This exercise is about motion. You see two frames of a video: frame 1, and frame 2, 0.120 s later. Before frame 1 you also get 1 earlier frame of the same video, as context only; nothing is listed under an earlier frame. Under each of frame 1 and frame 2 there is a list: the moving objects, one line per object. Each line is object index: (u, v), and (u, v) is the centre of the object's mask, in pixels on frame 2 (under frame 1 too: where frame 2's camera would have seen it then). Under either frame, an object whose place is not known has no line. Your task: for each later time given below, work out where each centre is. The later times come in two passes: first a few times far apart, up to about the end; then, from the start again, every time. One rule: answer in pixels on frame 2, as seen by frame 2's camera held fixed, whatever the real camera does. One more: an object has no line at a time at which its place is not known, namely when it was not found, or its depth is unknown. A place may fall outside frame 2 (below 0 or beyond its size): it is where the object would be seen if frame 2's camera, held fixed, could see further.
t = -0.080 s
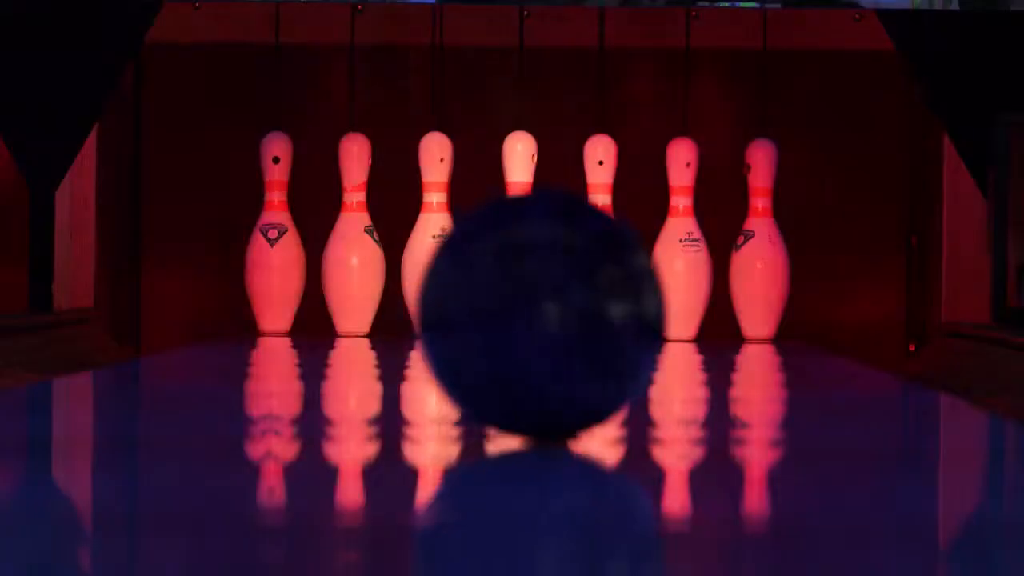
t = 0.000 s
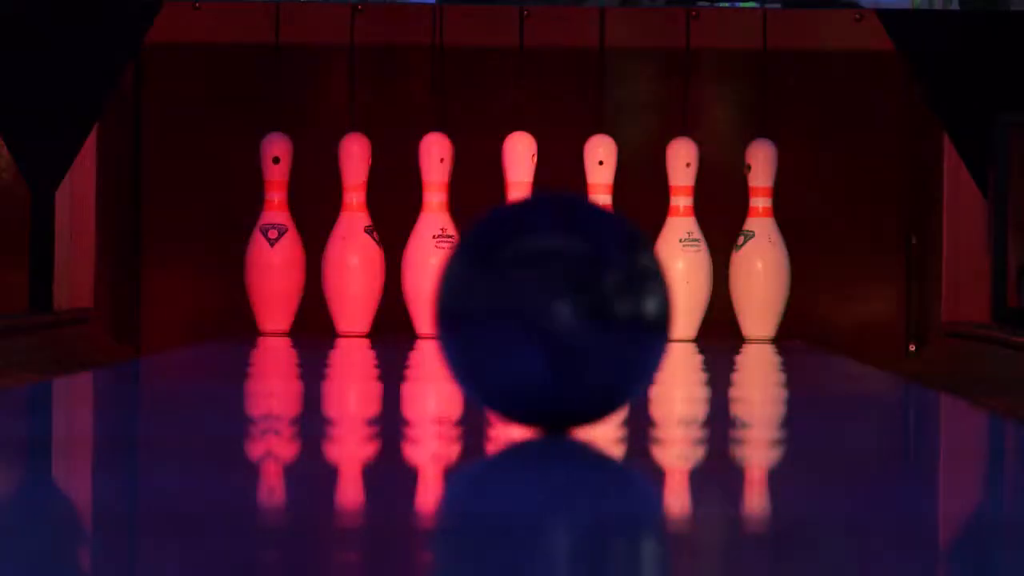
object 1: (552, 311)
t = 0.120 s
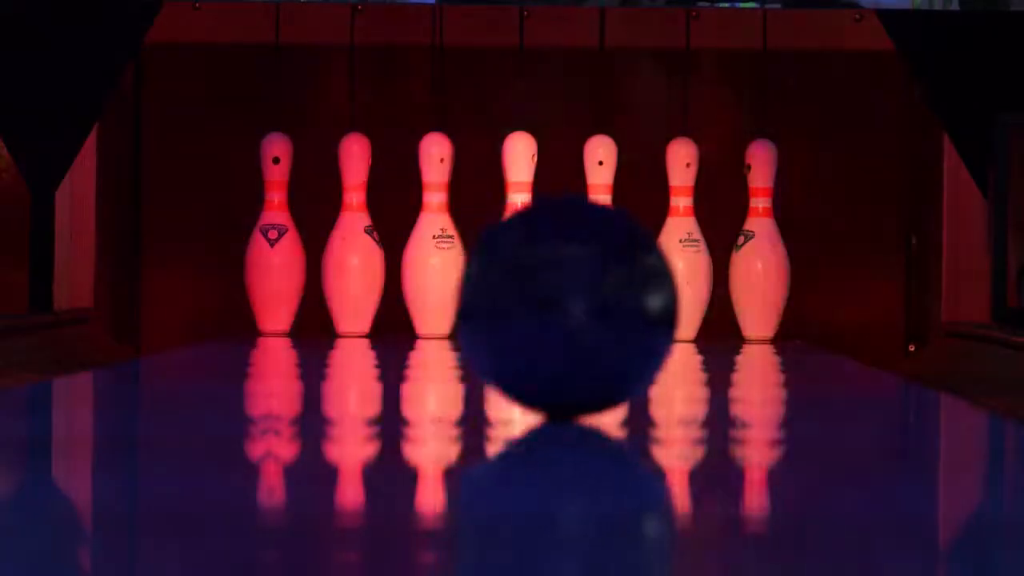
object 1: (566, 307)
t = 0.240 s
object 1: (580, 303)
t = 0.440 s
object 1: (598, 297)
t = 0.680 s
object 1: (612, 293)
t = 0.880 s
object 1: (621, 290)
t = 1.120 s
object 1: (628, 287)
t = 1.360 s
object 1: (633, 284)
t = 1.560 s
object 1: (636, 283)
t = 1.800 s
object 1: (668, 286)
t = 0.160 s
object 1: (572, 305)
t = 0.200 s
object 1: (576, 304)
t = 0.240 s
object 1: (580, 303)
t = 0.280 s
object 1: (585, 302)
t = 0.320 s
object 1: (588, 300)
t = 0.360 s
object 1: (592, 299)
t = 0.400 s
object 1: (595, 298)
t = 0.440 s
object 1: (598, 297)
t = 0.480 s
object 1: (601, 296)
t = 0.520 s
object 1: (603, 295)
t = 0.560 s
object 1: (606, 295)
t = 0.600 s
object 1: (608, 294)
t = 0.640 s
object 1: (610, 294)
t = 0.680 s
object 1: (612, 293)
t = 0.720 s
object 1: (614, 293)
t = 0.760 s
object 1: (616, 292)
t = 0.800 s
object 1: (618, 291)
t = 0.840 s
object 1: (620, 291)
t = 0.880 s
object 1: (621, 290)
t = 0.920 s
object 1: (623, 290)
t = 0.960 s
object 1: (624, 290)
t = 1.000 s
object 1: (625, 289)
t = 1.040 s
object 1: (626, 288)
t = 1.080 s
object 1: (627, 288)
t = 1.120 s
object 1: (628, 287)
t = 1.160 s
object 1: (629, 286)
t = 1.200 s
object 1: (630, 286)
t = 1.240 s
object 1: (631, 285)
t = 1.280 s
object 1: (632, 285)
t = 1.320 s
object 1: (632, 284)
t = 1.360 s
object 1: (633, 284)
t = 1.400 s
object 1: (634, 284)
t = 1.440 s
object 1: (634, 283)
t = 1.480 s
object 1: (635, 283)
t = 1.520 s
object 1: (635, 283)
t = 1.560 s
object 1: (636, 283)
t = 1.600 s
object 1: (636, 282)
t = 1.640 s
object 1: (637, 282)
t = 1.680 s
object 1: (637, 282)
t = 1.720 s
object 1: (637, 282)
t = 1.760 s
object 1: (649, 283)
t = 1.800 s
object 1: (668, 286)
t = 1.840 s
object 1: (688, 288)
